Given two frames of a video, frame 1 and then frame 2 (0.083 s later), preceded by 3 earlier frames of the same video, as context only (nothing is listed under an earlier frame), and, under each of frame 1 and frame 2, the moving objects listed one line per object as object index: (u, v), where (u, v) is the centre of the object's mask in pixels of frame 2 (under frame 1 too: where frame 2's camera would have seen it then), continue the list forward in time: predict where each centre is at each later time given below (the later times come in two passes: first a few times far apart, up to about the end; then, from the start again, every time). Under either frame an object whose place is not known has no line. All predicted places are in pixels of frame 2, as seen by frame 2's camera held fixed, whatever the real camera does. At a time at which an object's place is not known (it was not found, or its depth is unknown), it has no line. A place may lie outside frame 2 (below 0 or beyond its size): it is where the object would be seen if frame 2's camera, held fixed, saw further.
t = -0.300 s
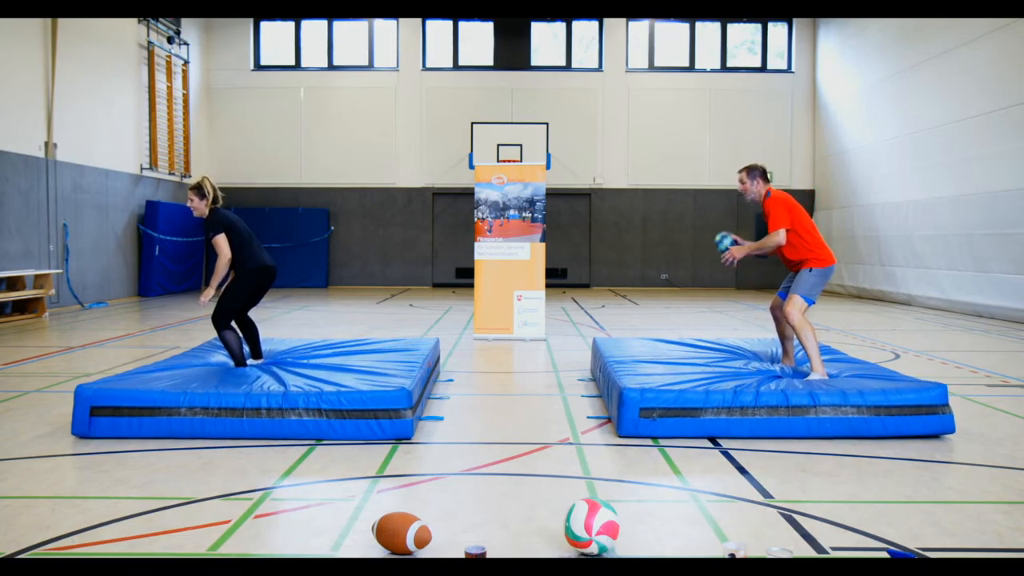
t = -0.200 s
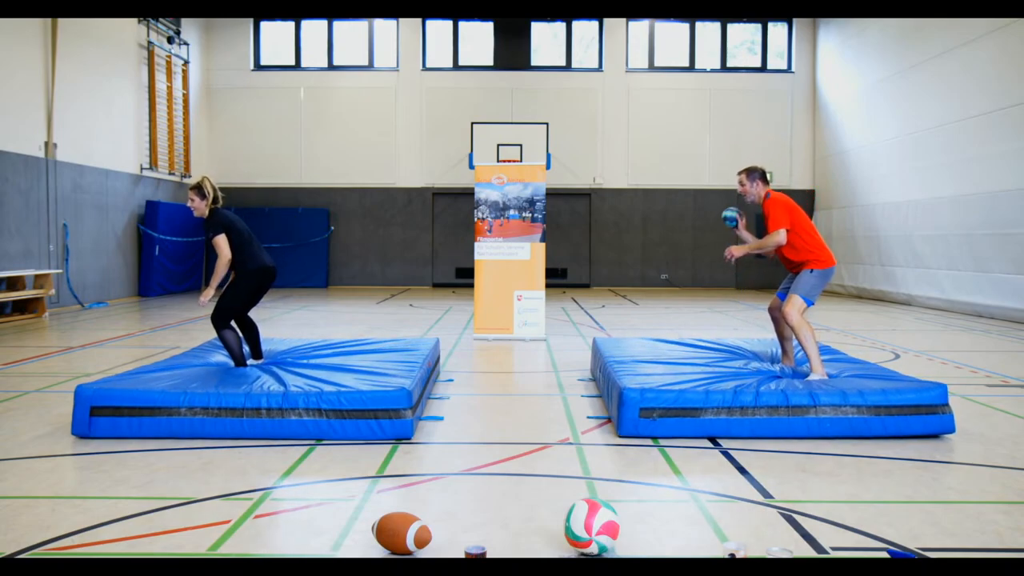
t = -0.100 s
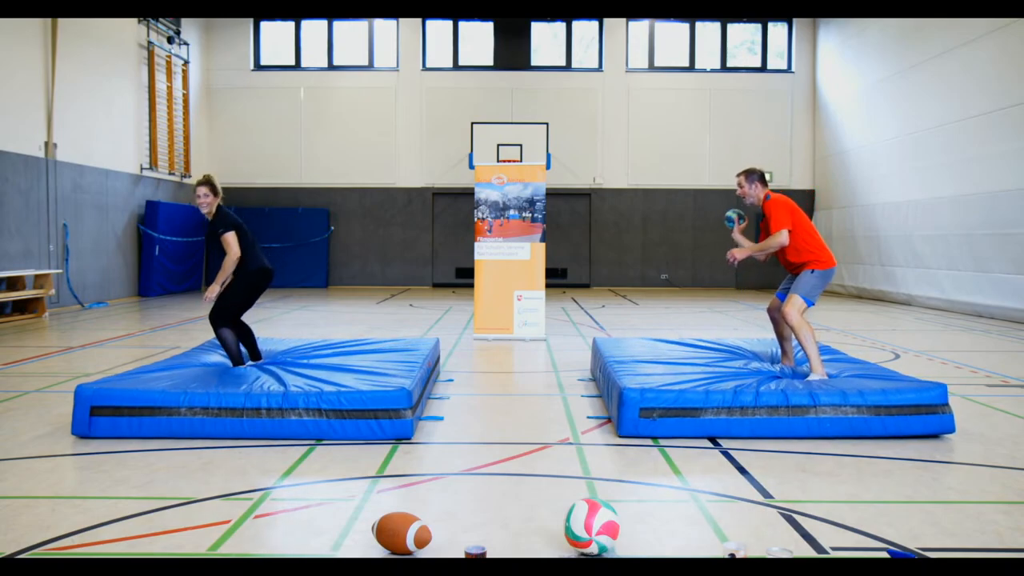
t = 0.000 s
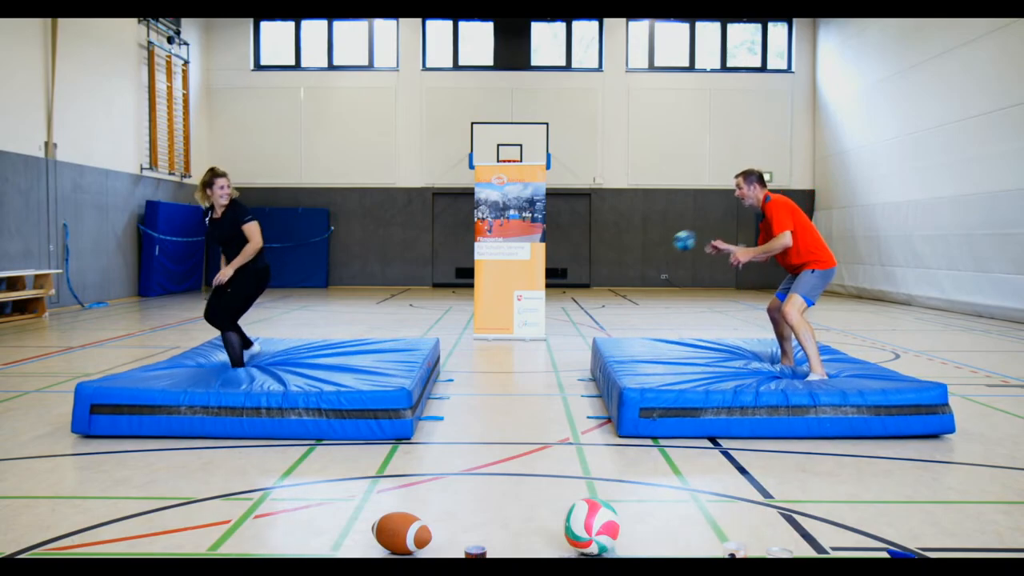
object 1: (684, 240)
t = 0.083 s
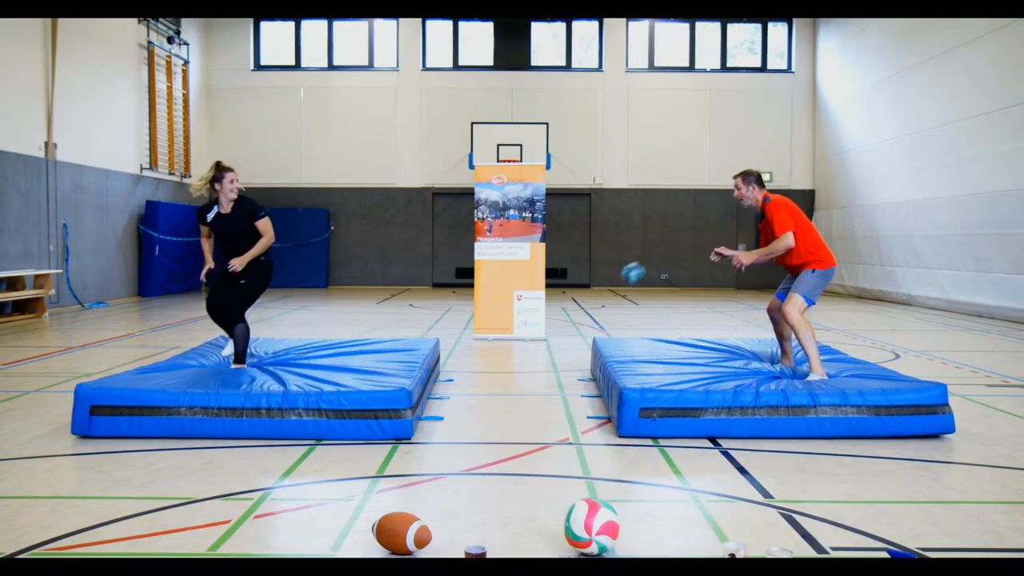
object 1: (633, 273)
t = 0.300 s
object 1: (503, 383)
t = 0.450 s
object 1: (459, 328)
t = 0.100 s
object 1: (622, 281)
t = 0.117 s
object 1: (612, 289)
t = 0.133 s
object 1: (602, 297)
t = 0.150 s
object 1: (591, 306)
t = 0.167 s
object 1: (580, 316)
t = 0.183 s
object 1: (570, 325)
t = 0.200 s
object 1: (559, 335)
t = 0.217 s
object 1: (549, 346)
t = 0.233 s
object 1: (539, 356)
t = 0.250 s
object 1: (528, 367)
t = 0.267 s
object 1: (518, 378)
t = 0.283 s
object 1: (508, 388)
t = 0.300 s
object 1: (503, 383)
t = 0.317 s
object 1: (498, 375)
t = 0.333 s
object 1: (494, 368)
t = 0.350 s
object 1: (489, 361)
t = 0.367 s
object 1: (484, 355)
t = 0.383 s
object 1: (479, 349)
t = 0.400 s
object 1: (474, 343)
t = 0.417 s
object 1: (469, 337)
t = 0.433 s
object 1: (464, 332)
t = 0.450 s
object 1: (459, 328)
